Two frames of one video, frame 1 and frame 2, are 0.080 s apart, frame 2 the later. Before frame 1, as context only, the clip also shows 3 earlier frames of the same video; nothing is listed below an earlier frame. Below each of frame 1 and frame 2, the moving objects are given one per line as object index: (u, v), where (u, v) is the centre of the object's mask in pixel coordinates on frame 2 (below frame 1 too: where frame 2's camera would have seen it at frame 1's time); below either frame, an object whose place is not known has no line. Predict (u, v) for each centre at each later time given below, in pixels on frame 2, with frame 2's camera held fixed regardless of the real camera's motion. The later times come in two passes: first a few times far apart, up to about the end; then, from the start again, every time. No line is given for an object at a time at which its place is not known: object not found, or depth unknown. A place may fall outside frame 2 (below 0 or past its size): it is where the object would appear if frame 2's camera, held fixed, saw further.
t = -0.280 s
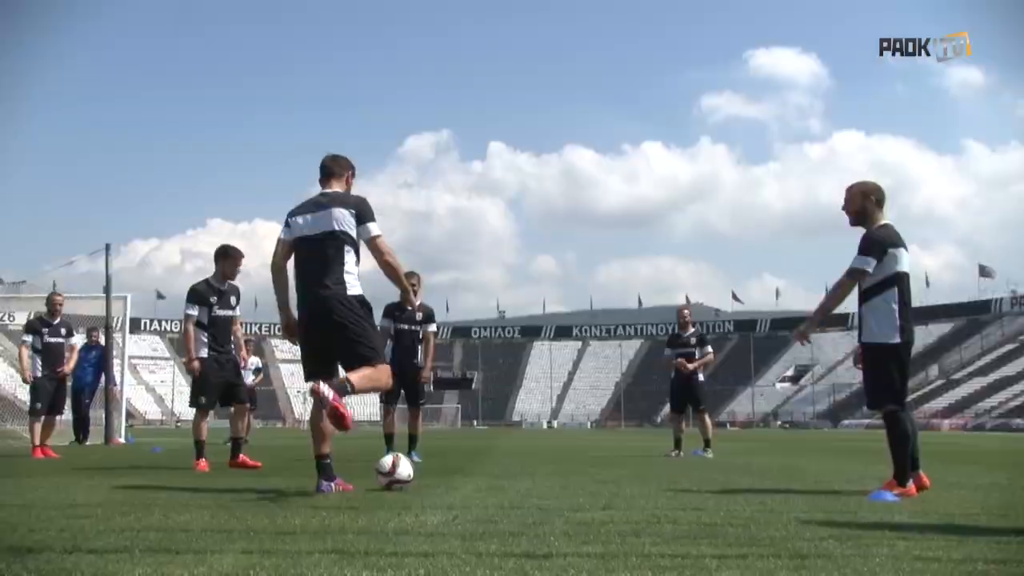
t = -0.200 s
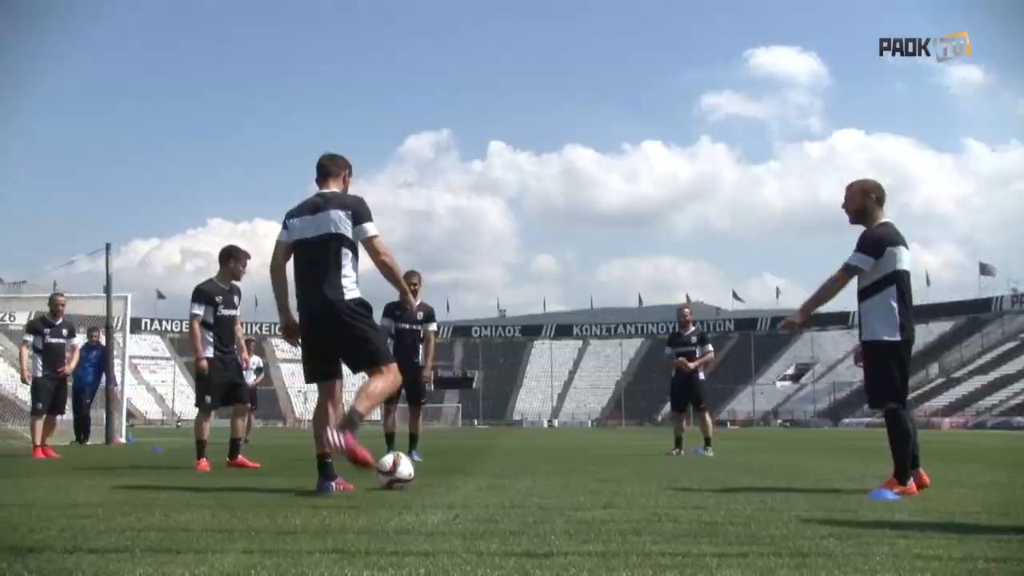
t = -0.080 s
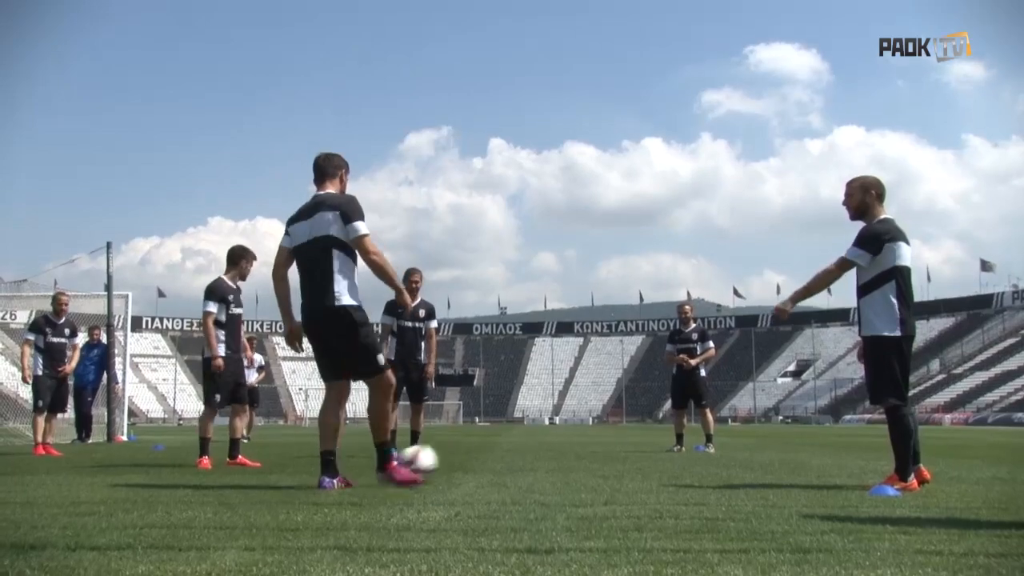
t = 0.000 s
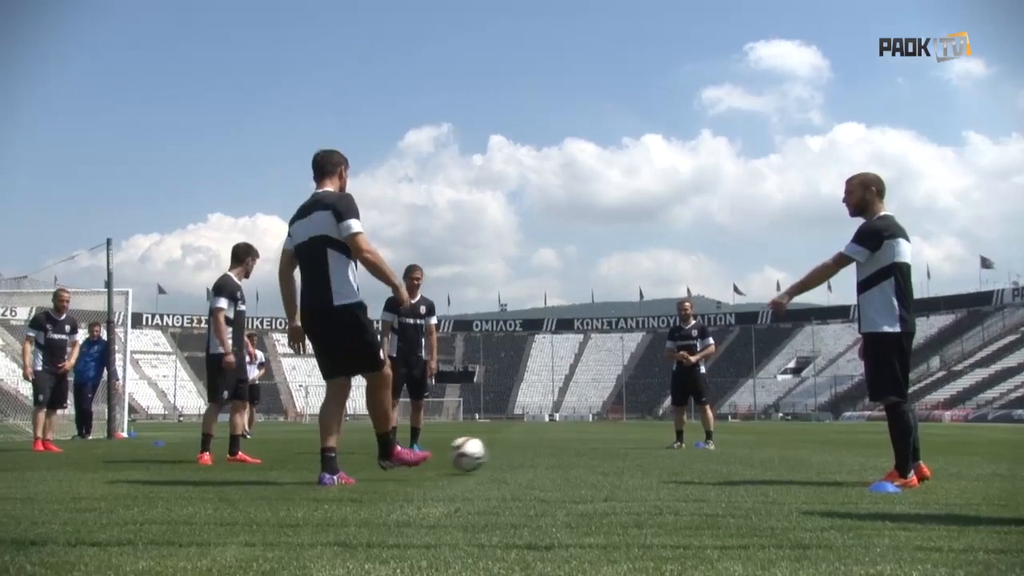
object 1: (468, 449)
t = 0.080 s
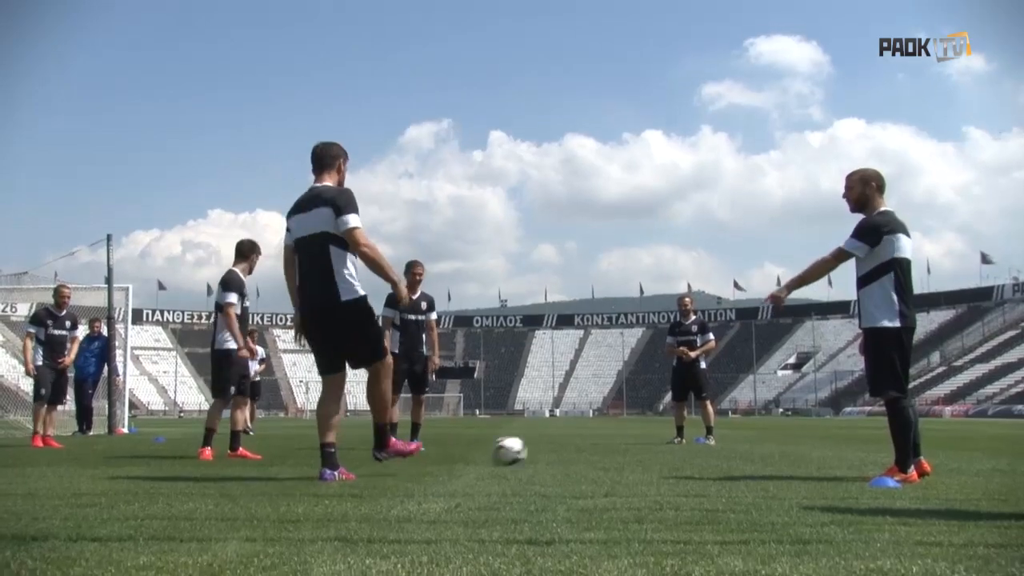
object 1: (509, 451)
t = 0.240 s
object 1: (567, 445)
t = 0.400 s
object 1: (607, 443)
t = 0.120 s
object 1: (526, 448)
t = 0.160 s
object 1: (540, 446)
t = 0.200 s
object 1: (555, 445)
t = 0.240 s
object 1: (567, 445)
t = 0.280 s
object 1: (579, 444)
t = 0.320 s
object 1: (588, 443)
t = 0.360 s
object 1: (598, 443)
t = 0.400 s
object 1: (607, 443)
